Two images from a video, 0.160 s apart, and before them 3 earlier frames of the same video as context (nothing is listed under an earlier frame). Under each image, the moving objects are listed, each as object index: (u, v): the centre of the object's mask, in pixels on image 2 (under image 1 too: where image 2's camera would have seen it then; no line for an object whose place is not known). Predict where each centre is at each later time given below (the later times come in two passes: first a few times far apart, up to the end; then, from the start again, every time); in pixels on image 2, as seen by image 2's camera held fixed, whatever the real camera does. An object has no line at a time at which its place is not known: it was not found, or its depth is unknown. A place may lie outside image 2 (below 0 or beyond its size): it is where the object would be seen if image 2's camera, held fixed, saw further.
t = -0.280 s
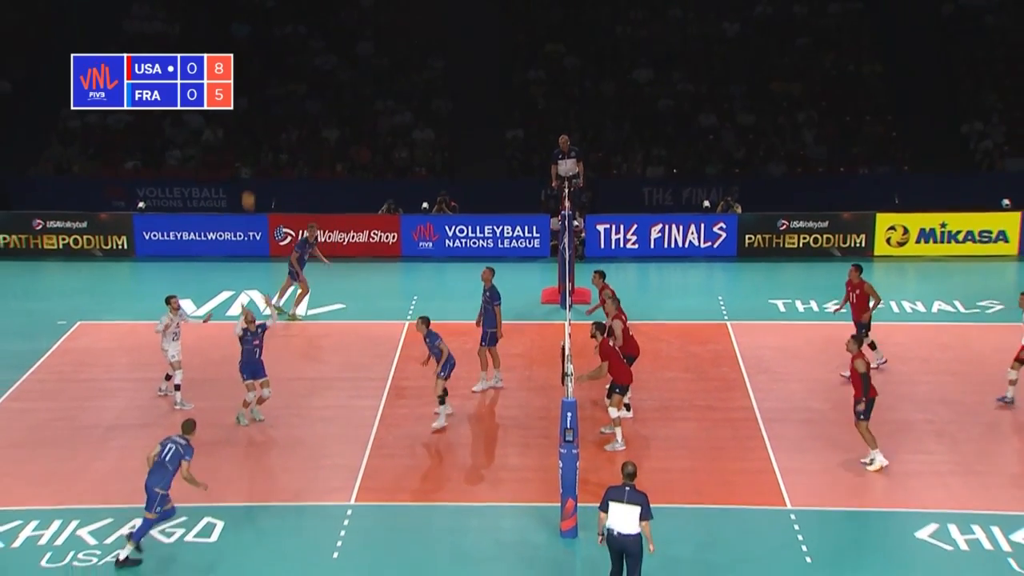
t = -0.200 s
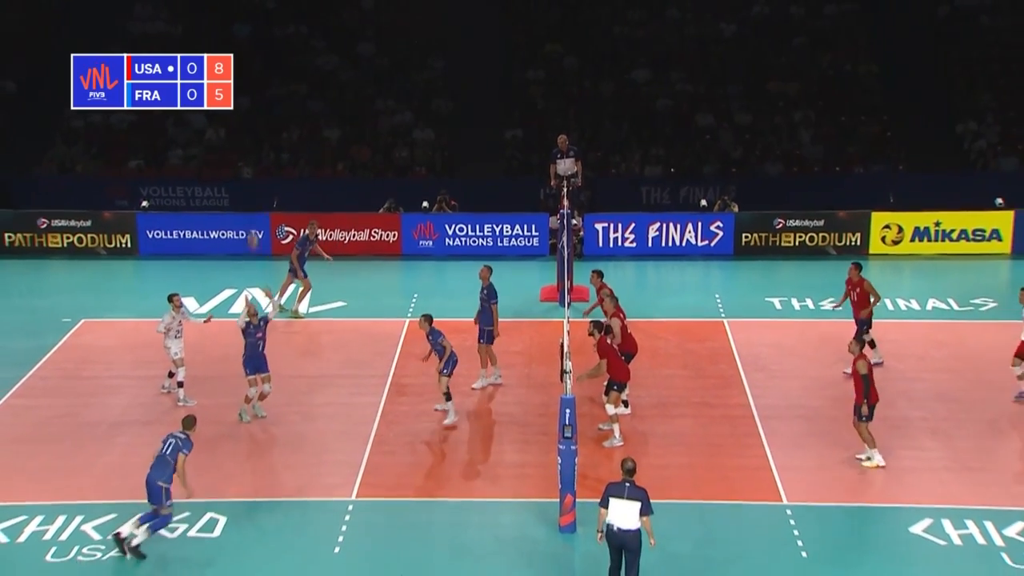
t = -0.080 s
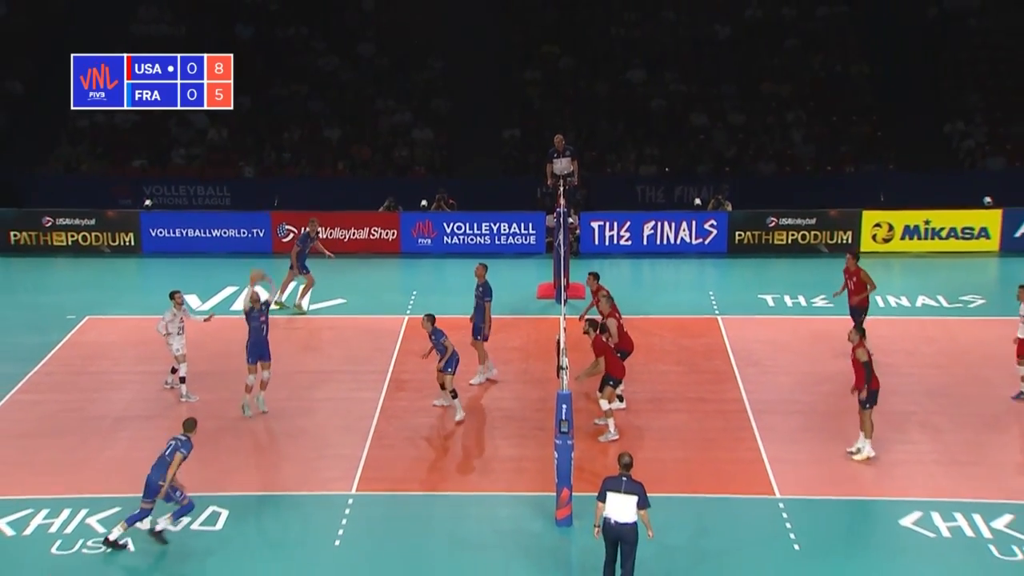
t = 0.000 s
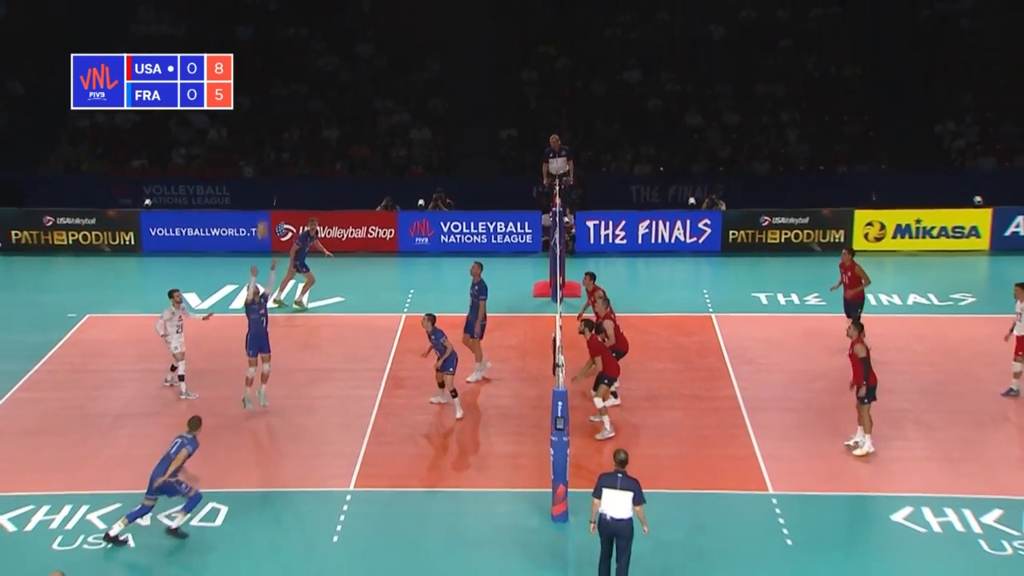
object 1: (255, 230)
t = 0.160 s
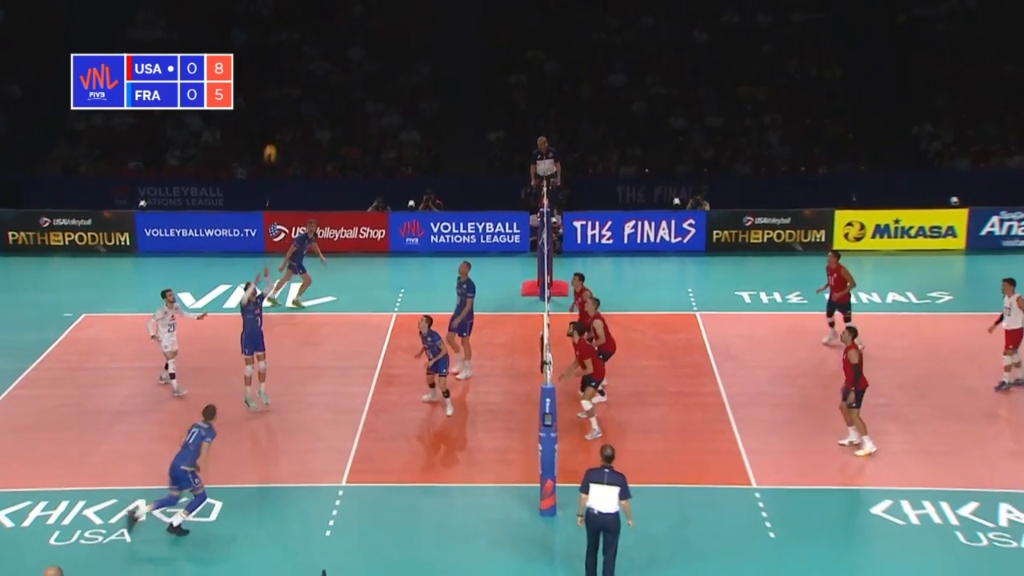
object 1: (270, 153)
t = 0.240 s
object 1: (277, 121)
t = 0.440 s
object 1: (295, 58)
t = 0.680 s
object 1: (318, 17)
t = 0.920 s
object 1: (343, 12)
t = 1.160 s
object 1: (369, 47)
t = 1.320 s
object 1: (385, 91)
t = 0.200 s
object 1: (273, 136)
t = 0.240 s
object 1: (277, 121)
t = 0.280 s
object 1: (281, 106)
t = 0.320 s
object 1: (284, 92)
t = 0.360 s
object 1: (287, 80)
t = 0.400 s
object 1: (291, 68)
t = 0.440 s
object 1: (295, 58)
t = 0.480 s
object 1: (299, 49)
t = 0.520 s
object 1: (302, 39)
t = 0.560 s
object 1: (306, 33)
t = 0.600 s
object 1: (310, 26)
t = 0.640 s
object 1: (314, 21)
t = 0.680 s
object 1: (318, 17)
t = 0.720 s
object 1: (322, 13)
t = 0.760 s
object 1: (326, 11)
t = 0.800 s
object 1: (330, 10)
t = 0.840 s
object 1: (334, 10)
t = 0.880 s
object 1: (339, 11)
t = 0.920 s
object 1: (343, 12)
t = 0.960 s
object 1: (347, 16)
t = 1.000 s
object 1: (352, 21)
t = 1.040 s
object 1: (356, 26)
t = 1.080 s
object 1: (361, 32)
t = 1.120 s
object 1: (365, 40)
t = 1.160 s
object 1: (369, 47)
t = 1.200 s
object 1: (373, 56)
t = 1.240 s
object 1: (377, 67)
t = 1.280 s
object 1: (383, 78)
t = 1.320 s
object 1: (385, 91)
